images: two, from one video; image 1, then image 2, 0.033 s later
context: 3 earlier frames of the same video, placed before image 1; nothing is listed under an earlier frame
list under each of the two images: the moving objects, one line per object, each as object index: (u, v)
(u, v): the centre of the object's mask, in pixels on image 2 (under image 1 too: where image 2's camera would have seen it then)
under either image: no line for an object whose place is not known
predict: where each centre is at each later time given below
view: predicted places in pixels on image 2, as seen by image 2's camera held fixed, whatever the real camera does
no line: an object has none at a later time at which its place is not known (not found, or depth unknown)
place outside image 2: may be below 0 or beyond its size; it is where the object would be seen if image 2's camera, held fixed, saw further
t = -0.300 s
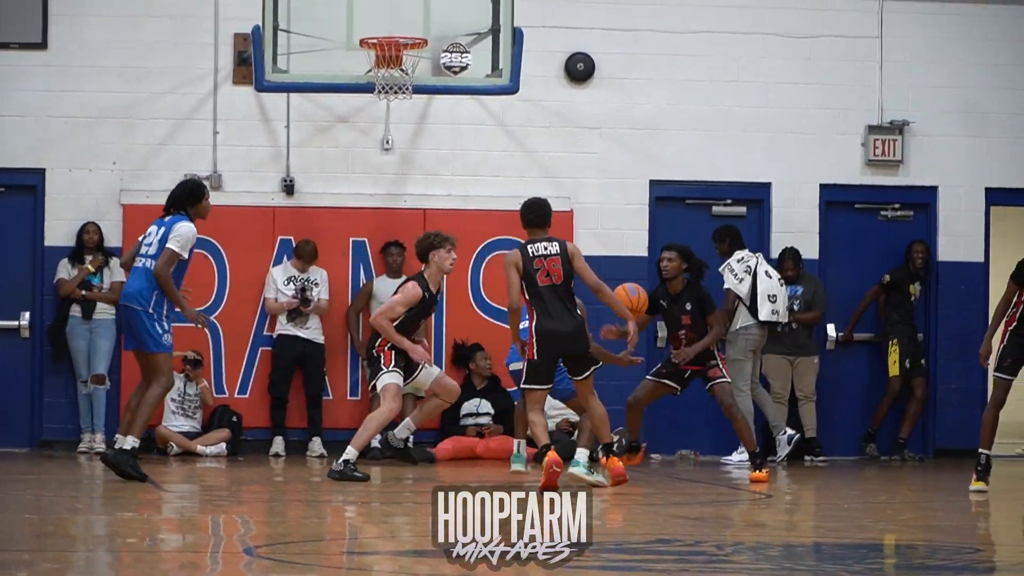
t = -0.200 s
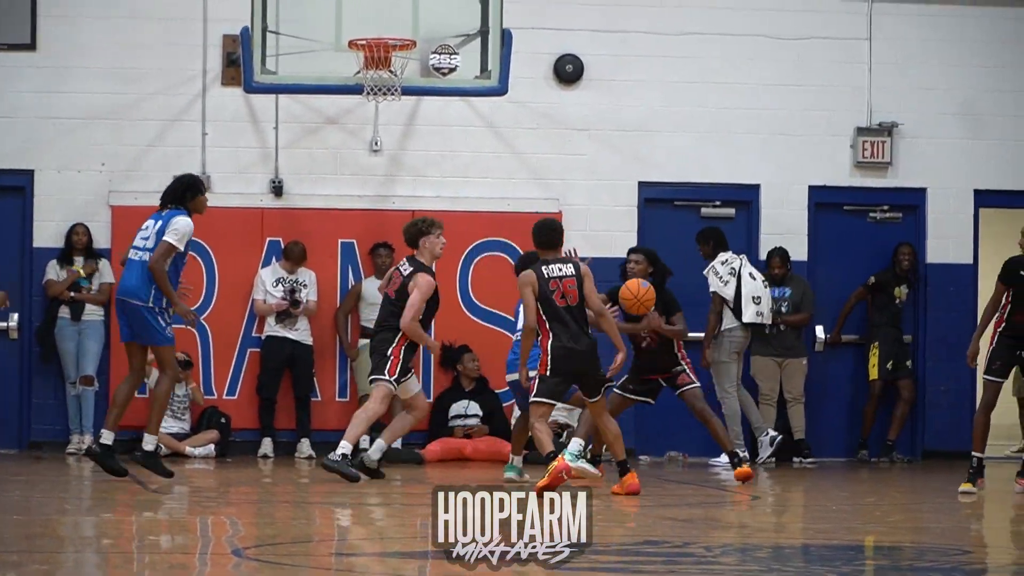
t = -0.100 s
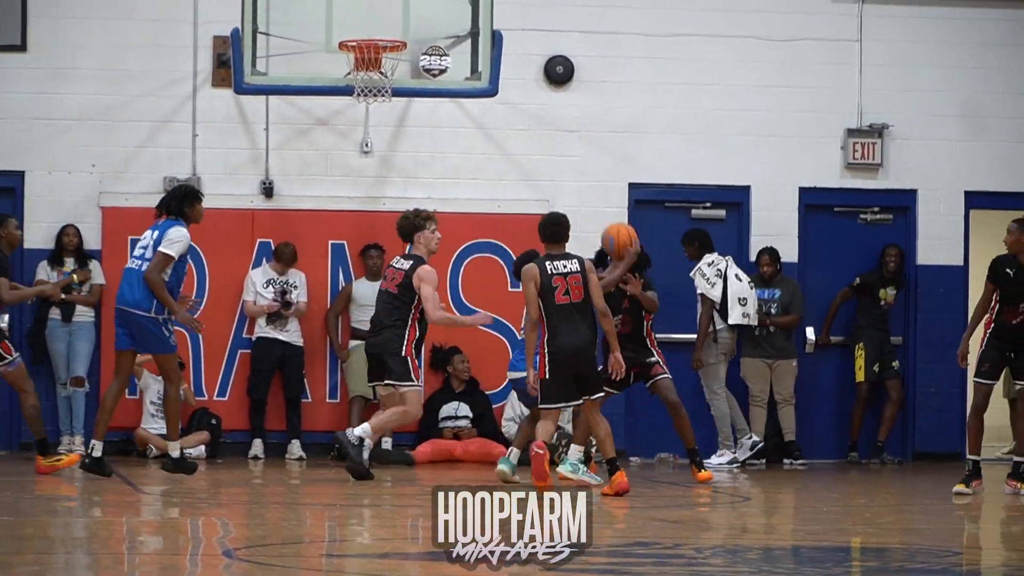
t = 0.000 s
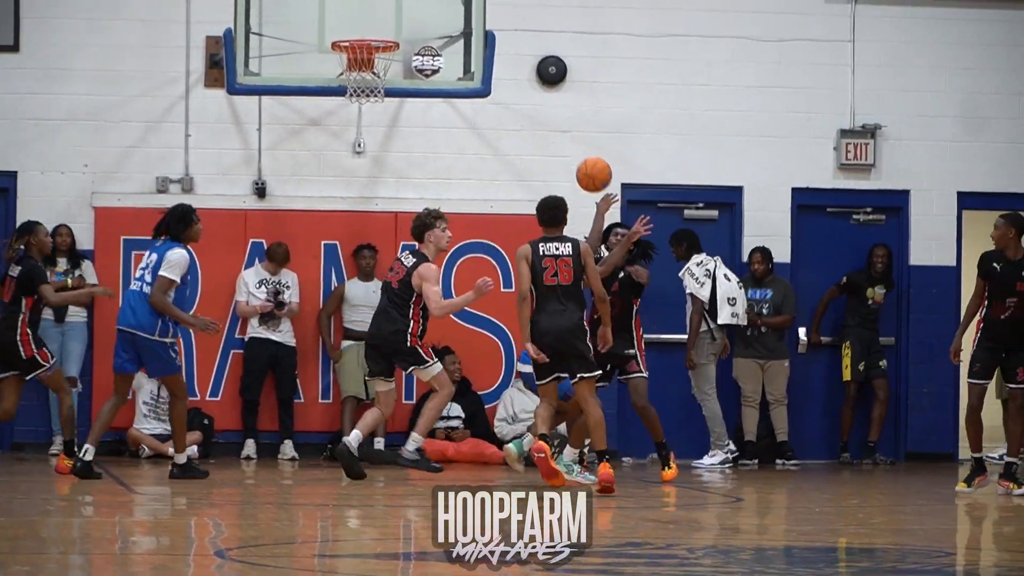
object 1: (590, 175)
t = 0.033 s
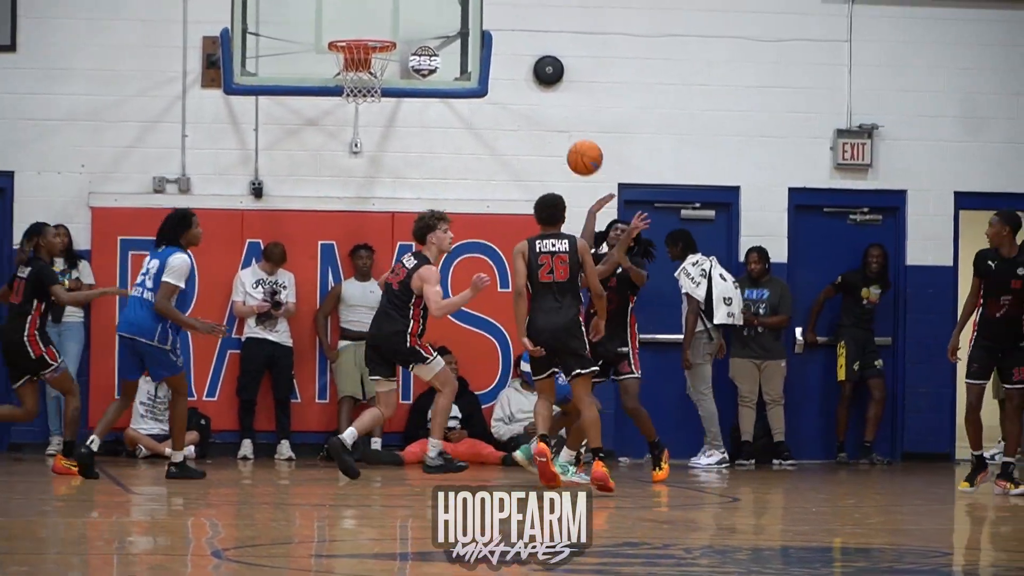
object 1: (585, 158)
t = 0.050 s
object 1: (582, 151)
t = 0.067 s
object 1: (579, 143)
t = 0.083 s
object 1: (576, 136)
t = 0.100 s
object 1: (574, 129)
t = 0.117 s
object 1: (571, 123)
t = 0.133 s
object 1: (569, 118)
